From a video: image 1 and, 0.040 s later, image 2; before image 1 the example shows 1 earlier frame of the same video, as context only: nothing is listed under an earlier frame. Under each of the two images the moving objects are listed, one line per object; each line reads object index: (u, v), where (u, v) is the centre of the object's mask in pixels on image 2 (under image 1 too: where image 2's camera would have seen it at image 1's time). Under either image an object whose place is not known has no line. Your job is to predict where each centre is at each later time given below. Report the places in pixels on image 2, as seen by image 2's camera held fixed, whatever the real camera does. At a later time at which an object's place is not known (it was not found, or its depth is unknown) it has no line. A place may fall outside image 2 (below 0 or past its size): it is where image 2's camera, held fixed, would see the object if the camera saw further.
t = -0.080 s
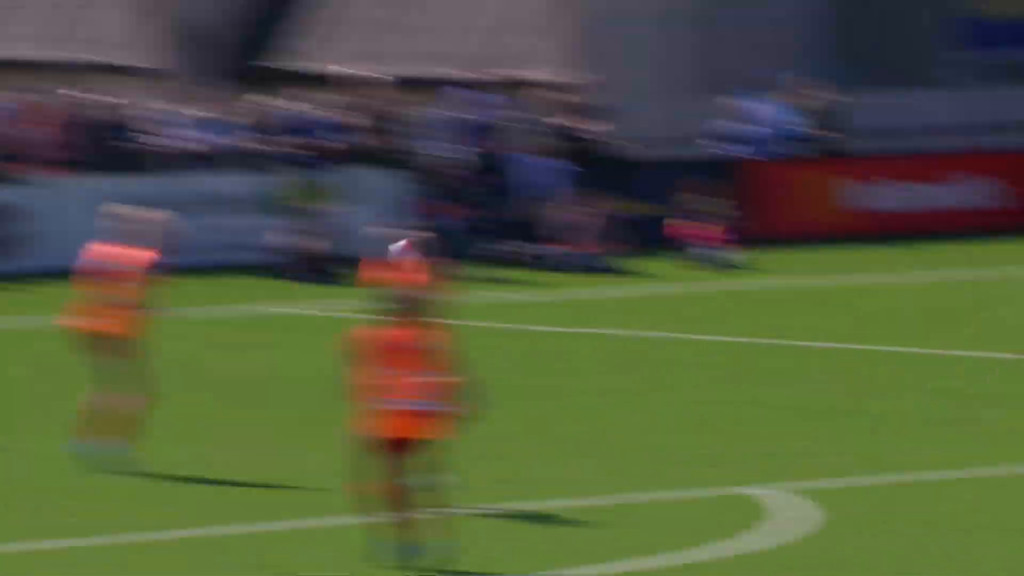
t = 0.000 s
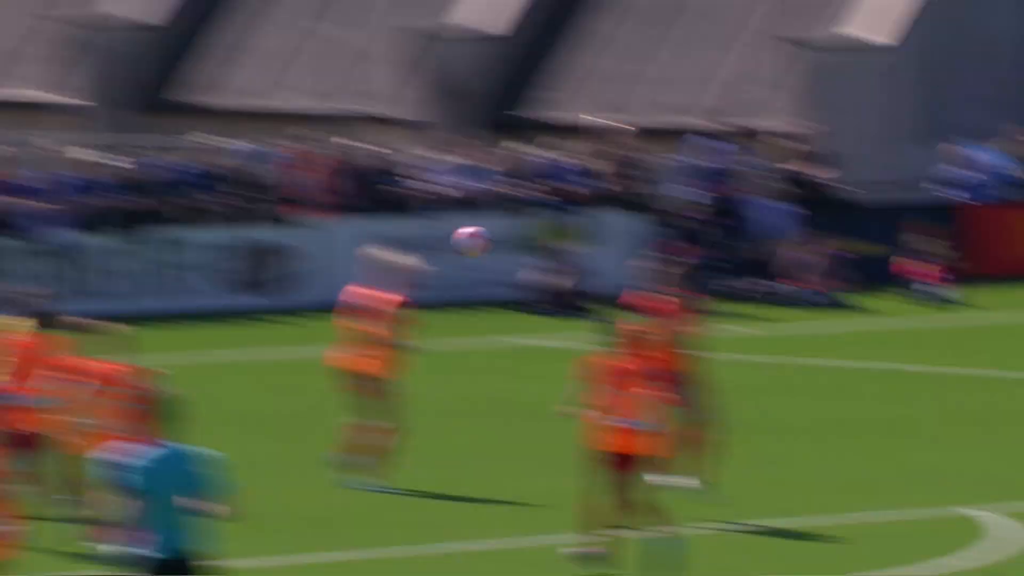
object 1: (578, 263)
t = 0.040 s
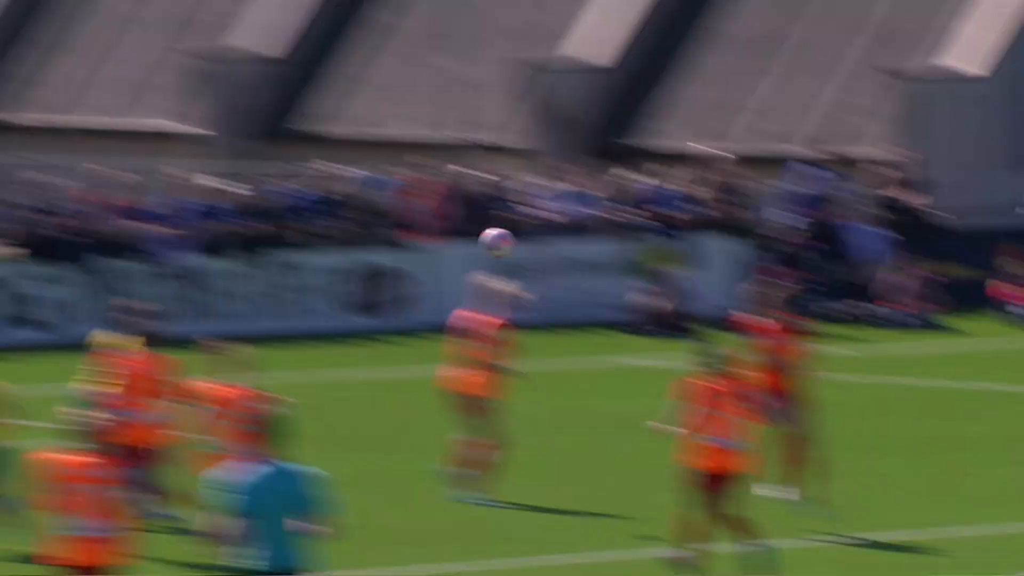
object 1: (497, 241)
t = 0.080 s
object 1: (416, 220)
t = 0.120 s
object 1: (337, 200)
